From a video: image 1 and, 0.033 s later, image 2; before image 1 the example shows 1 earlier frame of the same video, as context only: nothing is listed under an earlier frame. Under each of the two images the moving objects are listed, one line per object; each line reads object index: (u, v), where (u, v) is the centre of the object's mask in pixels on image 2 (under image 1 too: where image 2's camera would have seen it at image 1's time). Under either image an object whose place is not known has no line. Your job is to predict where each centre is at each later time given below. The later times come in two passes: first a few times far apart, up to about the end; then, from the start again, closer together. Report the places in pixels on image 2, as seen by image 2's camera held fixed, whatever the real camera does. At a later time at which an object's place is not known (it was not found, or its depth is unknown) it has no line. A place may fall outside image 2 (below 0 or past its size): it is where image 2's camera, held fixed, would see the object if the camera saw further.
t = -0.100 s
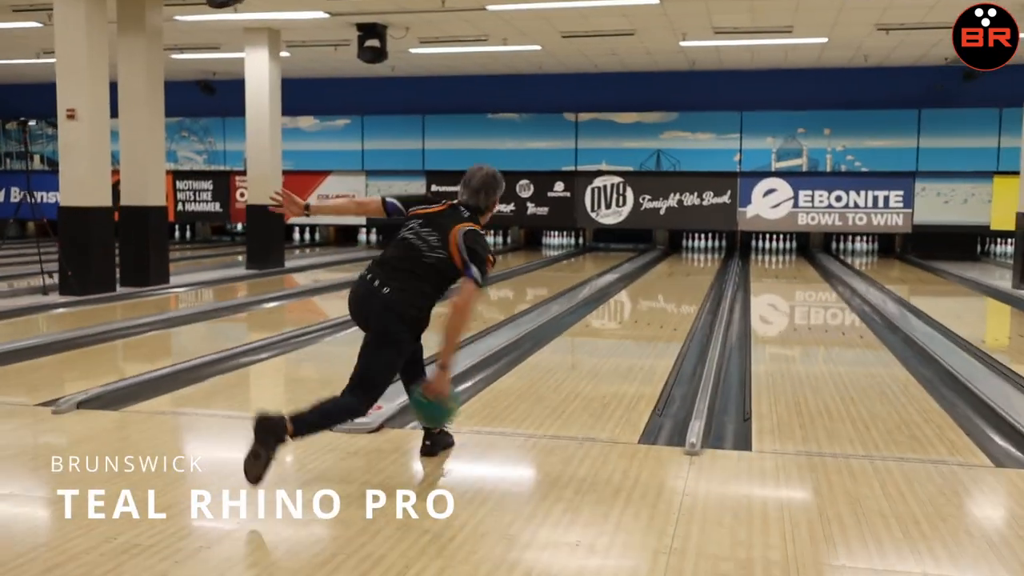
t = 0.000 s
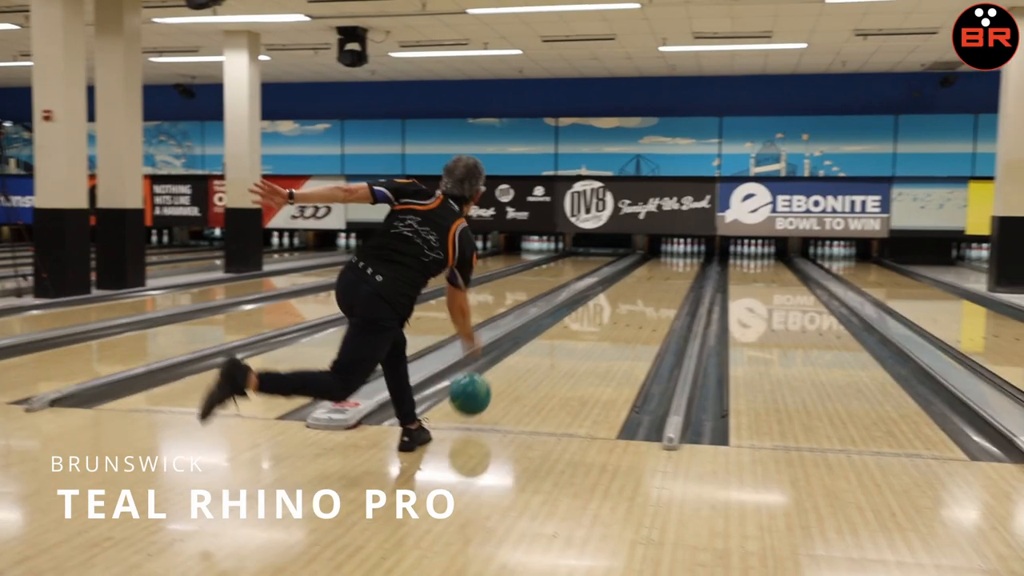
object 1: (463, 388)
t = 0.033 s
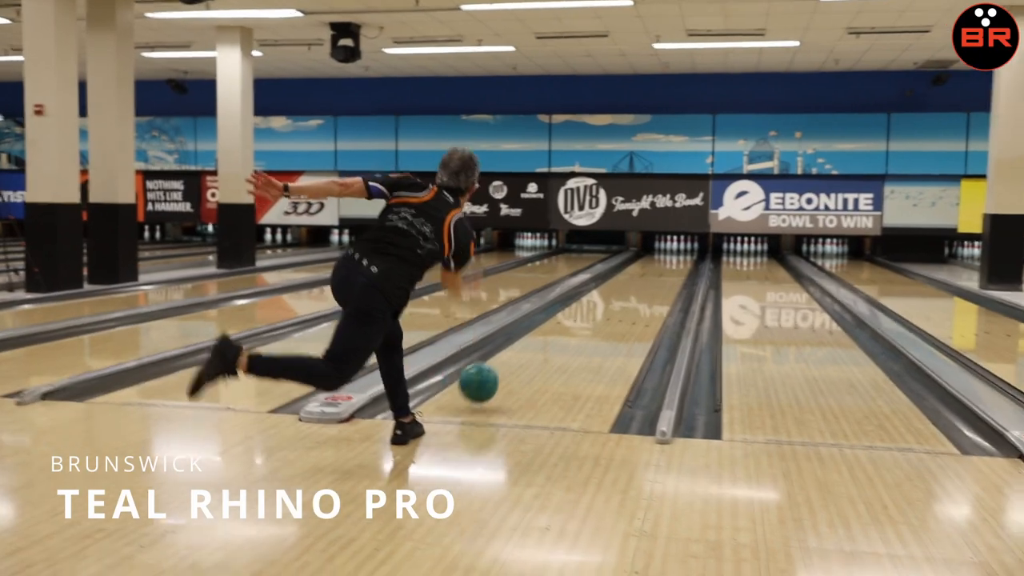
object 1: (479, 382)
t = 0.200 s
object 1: (538, 353)
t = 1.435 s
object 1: (672, 267)
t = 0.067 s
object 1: (492, 380)
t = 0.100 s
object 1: (505, 372)
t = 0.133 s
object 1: (517, 364)
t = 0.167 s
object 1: (527, 358)
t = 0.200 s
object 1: (538, 353)
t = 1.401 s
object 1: (671, 268)
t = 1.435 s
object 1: (672, 267)
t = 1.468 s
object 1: (673, 266)
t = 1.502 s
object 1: (675, 266)
